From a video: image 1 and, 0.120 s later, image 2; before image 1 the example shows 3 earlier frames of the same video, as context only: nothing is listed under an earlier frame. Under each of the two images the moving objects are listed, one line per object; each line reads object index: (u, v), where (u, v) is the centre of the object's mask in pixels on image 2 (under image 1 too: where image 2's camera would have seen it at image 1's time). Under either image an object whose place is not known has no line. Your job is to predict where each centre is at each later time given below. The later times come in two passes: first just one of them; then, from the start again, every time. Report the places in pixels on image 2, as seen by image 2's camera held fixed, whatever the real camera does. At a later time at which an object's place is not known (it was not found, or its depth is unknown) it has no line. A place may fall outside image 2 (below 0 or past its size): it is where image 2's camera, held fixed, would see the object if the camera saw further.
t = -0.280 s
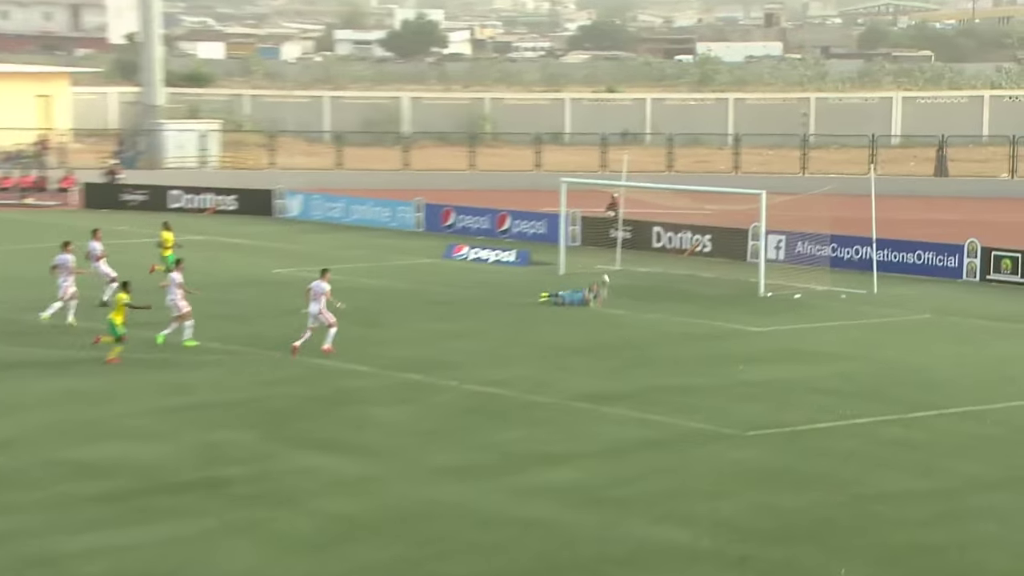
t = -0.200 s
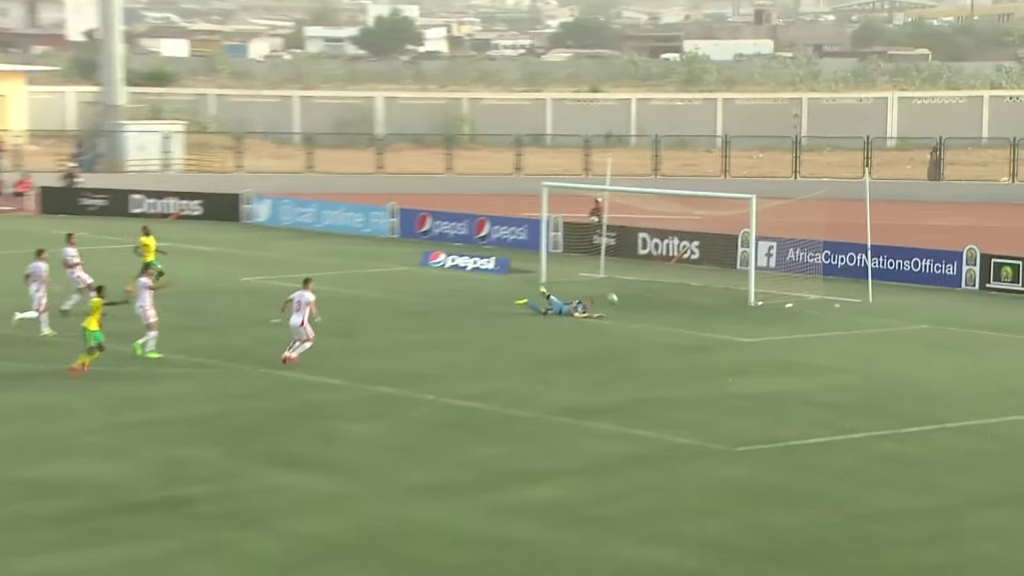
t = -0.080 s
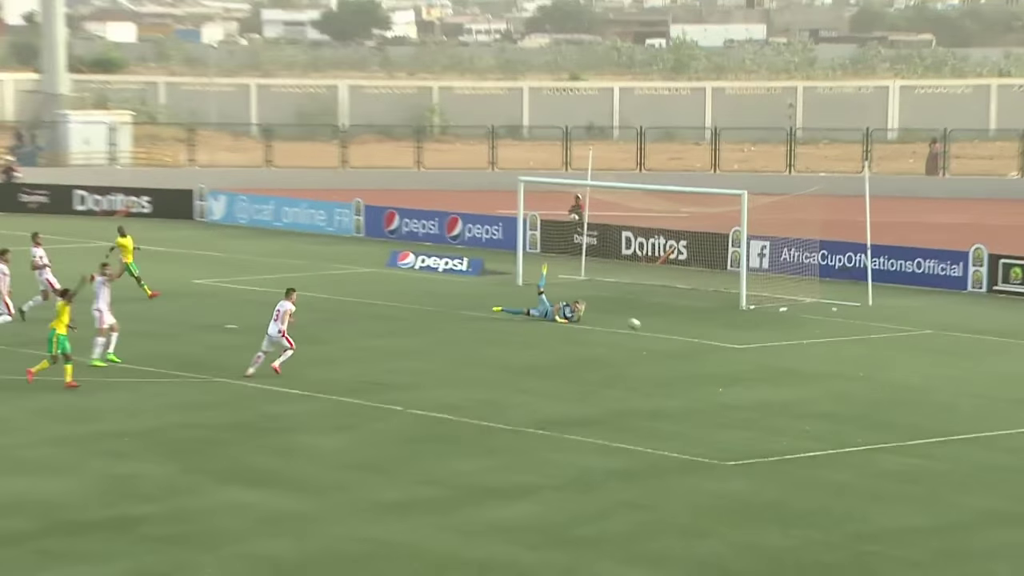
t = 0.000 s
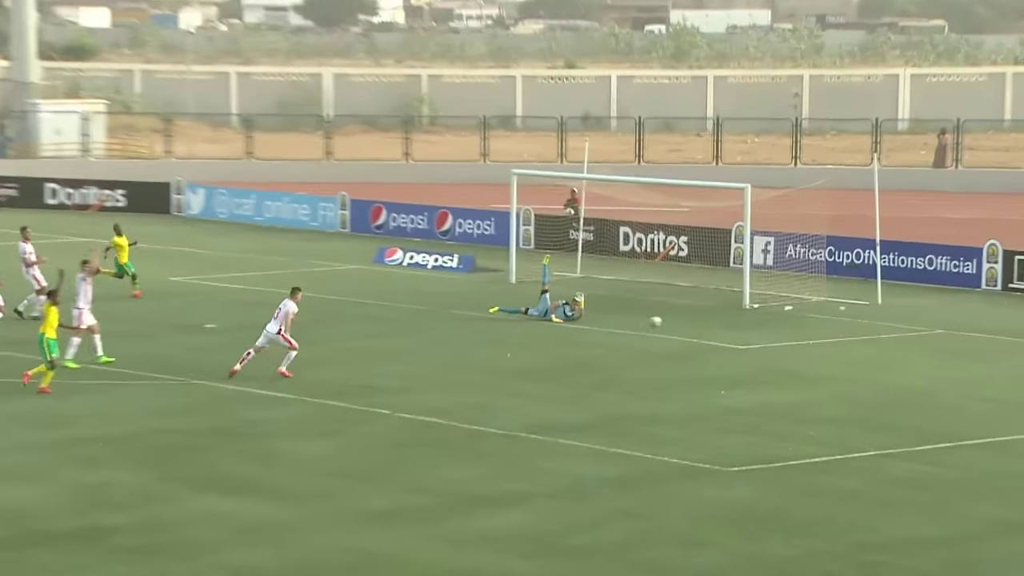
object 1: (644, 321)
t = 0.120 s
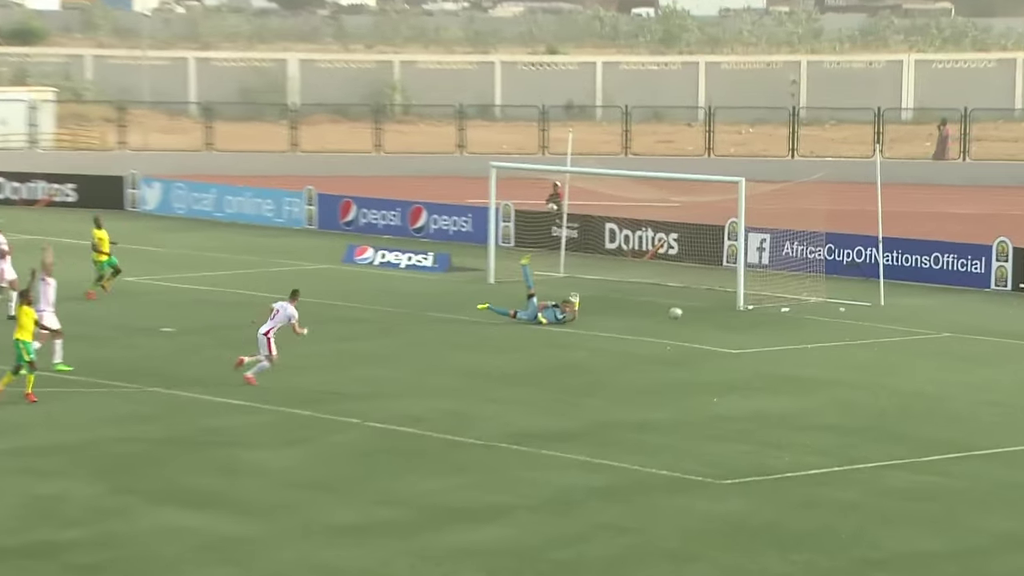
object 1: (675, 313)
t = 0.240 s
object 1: (705, 311)
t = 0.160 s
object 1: (686, 310)
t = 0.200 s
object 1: (696, 311)
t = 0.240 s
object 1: (705, 311)
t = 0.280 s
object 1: (715, 312)
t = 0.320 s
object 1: (726, 314)
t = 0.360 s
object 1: (735, 316)
